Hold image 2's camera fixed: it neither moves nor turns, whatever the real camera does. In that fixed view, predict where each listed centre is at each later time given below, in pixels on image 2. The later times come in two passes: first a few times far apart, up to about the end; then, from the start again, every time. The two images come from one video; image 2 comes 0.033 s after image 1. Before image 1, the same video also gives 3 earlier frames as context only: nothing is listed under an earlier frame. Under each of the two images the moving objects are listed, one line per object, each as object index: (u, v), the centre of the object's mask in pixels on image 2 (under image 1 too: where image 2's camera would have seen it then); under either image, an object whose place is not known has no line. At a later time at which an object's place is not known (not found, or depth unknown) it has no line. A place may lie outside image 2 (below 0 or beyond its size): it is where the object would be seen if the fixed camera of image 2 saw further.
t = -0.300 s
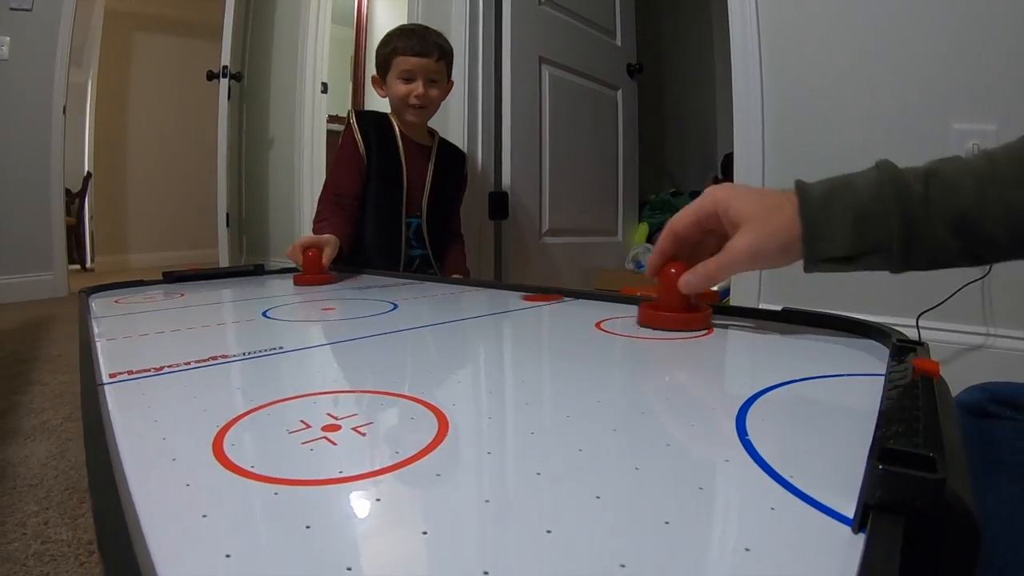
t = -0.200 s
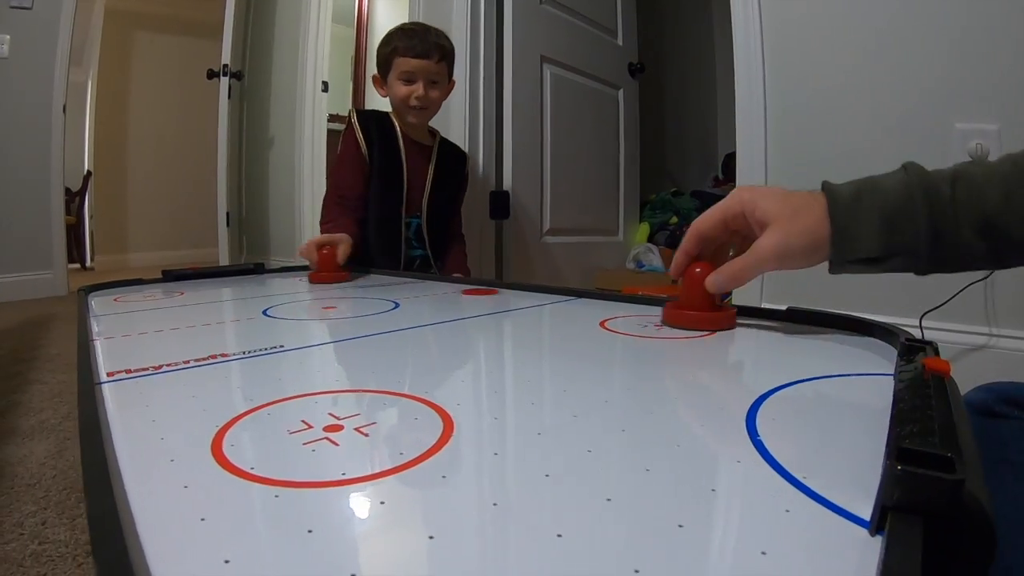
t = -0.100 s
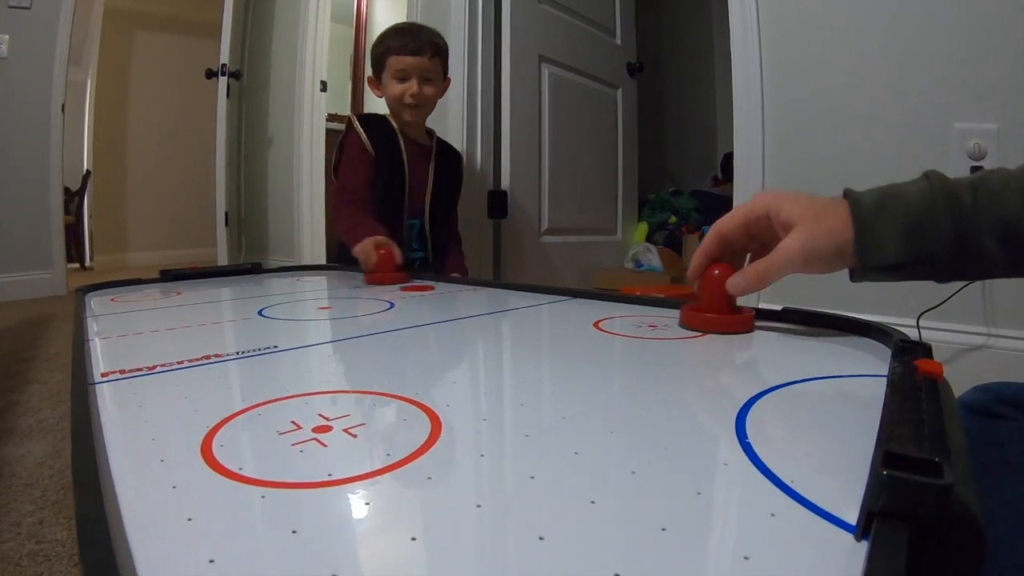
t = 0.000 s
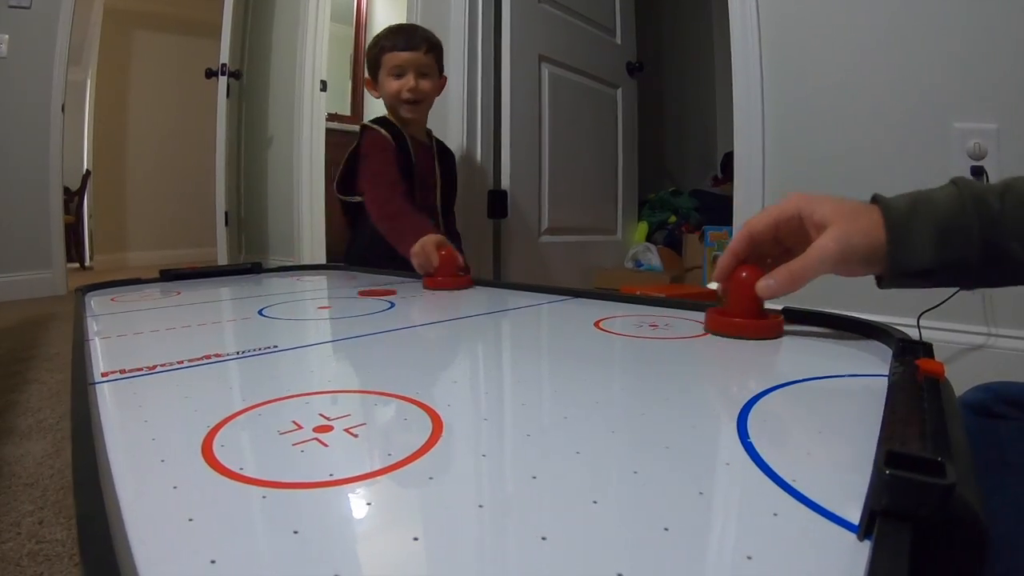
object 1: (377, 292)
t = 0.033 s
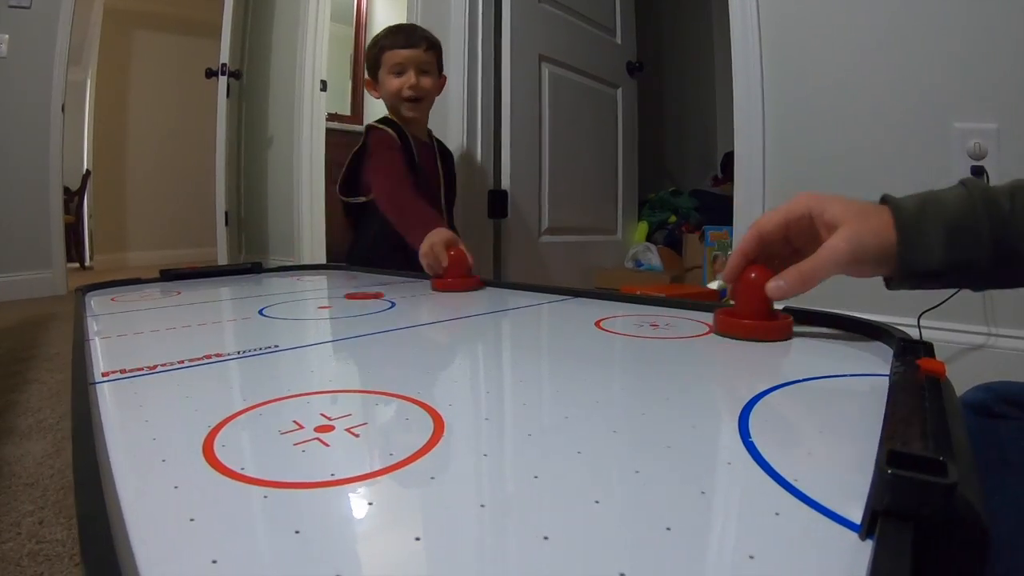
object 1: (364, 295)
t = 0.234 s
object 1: (259, 320)
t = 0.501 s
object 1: (204, 355)
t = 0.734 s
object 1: (427, 350)
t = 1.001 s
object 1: (655, 339)
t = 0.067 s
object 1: (348, 299)
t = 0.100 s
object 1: (334, 302)
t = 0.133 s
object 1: (318, 306)
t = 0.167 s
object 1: (299, 310)
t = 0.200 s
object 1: (280, 315)
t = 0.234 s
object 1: (259, 320)
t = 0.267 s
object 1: (236, 325)
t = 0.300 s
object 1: (211, 332)
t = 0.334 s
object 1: (184, 338)
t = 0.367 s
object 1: (156, 345)
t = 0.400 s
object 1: (127, 353)
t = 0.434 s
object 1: (145, 355)
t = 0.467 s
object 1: (175, 355)
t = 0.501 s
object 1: (204, 355)
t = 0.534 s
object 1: (235, 354)
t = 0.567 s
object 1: (266, 354)
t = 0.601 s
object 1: (299, 353)
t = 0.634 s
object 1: (331, 353)
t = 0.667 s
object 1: (363, 352)
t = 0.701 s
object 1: (395, 351)
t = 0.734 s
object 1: (427, 350)
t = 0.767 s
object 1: (459, 349)
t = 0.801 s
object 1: (490, 348)
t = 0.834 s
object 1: (521, 346)
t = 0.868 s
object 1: (550, 345)
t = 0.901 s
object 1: (578, 344)
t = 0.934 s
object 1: (605, 342)
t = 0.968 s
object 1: (630, 341)
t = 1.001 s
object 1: (655, 339)
